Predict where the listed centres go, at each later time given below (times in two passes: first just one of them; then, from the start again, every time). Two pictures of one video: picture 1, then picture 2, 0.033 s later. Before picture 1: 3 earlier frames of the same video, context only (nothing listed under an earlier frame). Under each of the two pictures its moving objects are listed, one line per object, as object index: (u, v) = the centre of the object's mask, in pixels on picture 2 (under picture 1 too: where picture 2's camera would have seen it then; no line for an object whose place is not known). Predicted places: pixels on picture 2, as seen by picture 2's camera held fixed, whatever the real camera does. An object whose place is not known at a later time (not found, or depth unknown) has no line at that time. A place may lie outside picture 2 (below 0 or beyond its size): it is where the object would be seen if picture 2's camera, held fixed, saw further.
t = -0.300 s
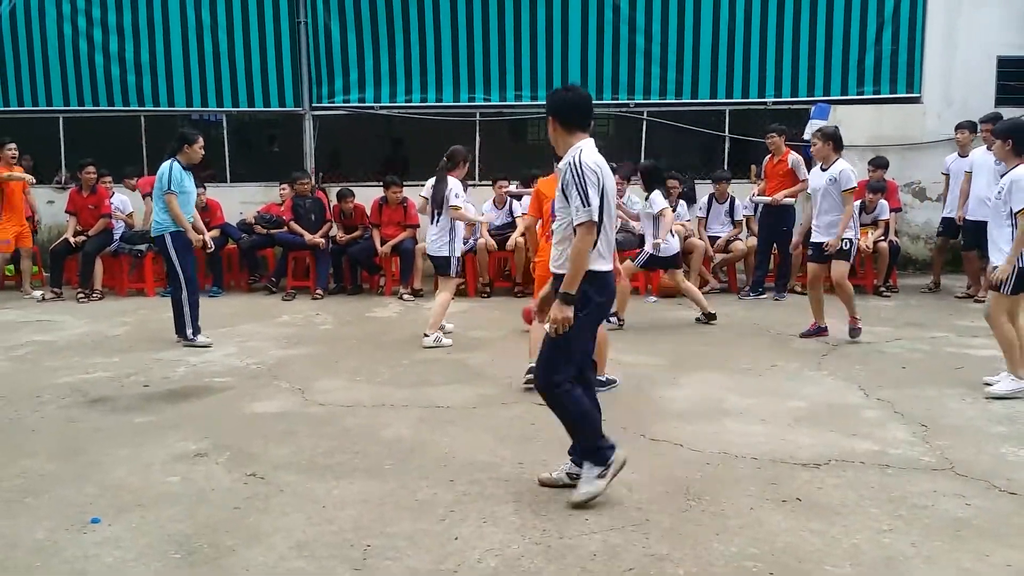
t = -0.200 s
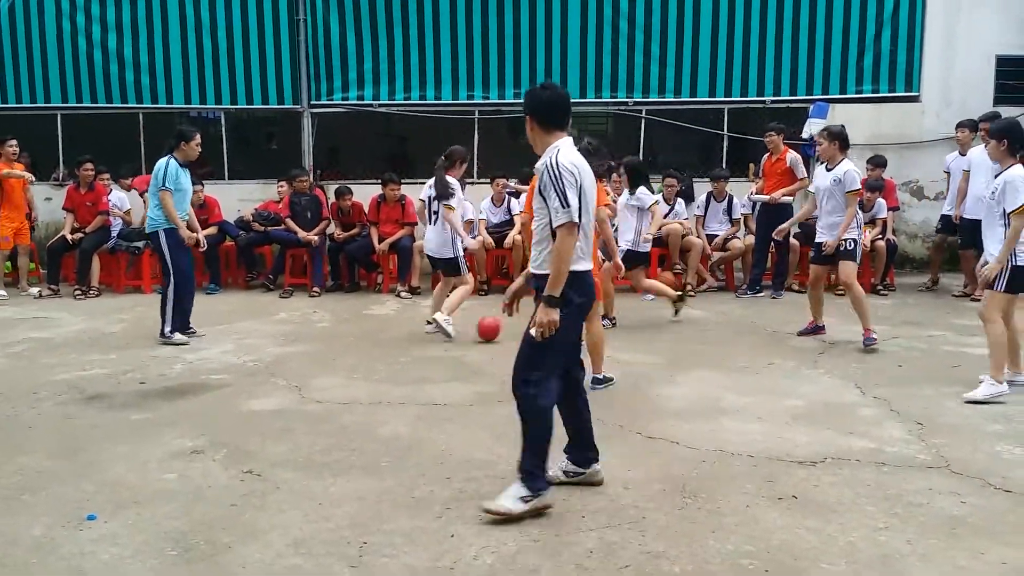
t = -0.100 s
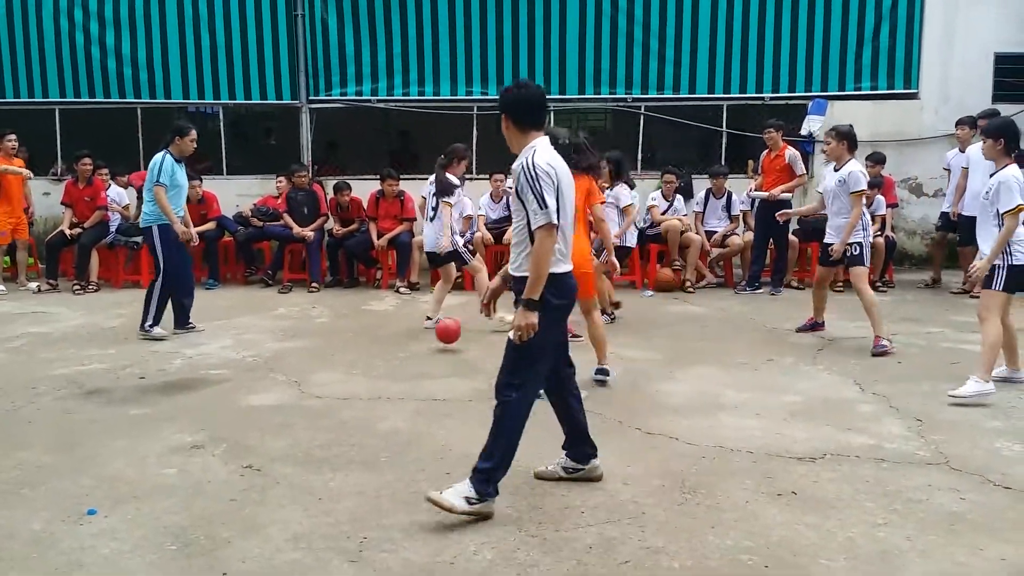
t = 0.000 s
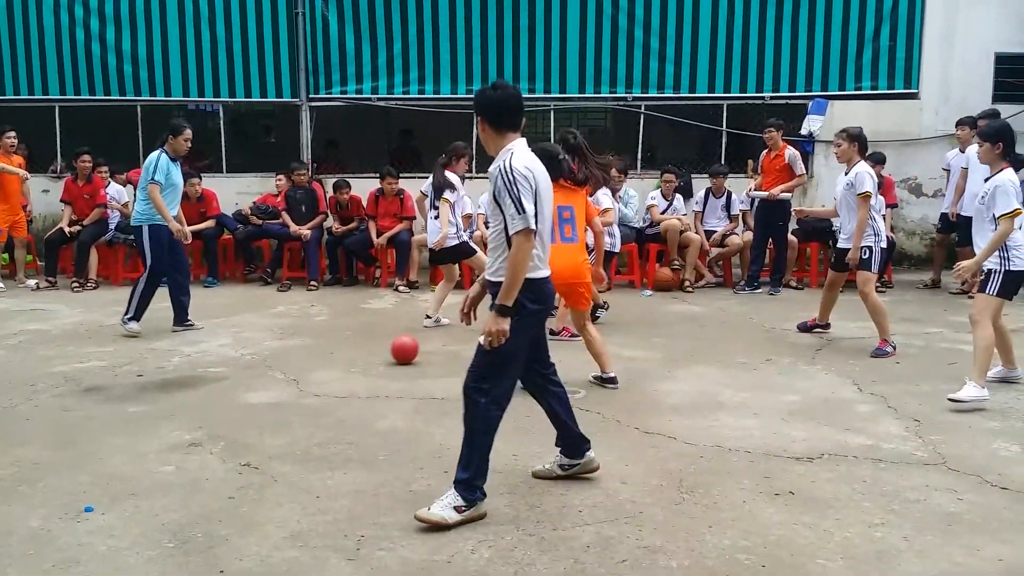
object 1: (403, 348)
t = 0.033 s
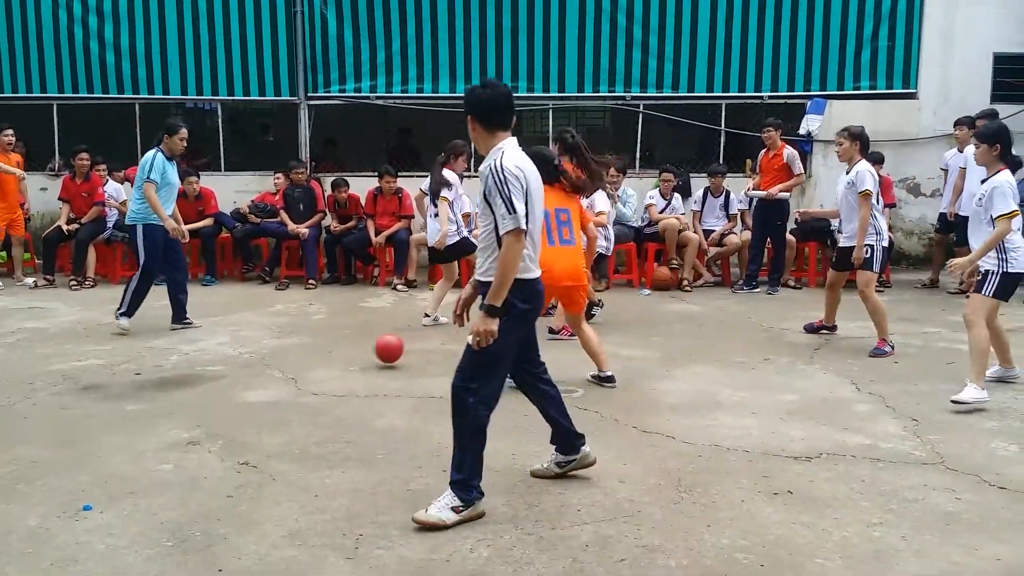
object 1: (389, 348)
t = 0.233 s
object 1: (293, 377)
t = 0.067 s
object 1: (373, 353)
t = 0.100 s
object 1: (357, 360)
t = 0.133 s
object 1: (342, 365)
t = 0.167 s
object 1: (328, 365)
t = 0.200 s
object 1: (311, 369)
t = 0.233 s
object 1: (293, 377)
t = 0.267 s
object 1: (277, 387)
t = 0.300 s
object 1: (259, 394)
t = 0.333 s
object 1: (240, 401)
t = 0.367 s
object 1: (219, 409)
